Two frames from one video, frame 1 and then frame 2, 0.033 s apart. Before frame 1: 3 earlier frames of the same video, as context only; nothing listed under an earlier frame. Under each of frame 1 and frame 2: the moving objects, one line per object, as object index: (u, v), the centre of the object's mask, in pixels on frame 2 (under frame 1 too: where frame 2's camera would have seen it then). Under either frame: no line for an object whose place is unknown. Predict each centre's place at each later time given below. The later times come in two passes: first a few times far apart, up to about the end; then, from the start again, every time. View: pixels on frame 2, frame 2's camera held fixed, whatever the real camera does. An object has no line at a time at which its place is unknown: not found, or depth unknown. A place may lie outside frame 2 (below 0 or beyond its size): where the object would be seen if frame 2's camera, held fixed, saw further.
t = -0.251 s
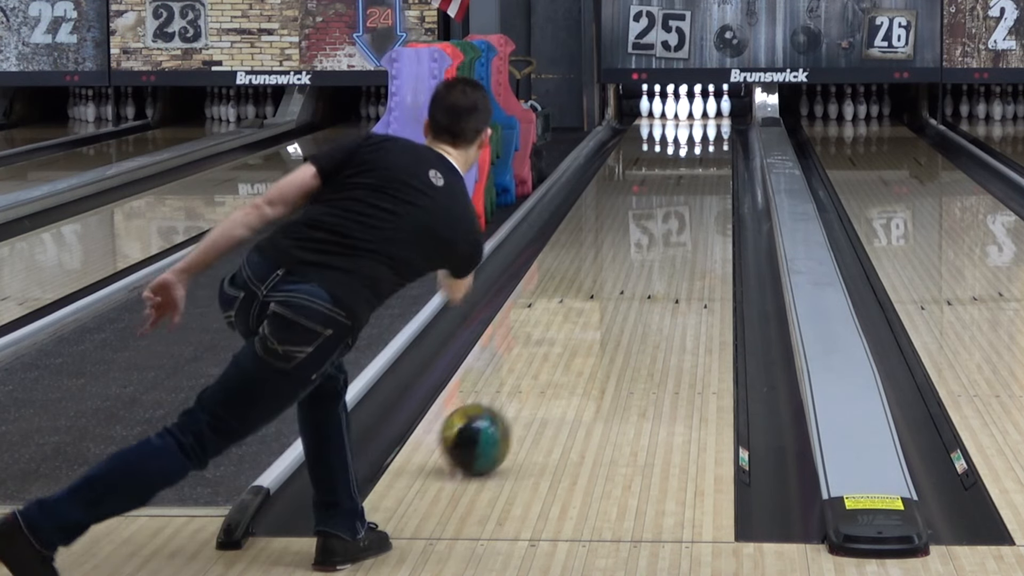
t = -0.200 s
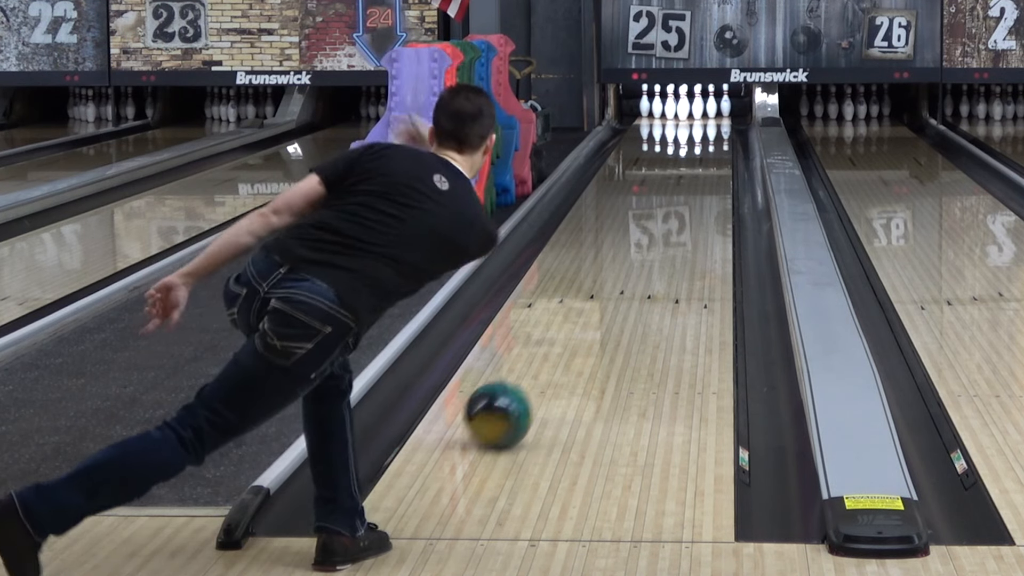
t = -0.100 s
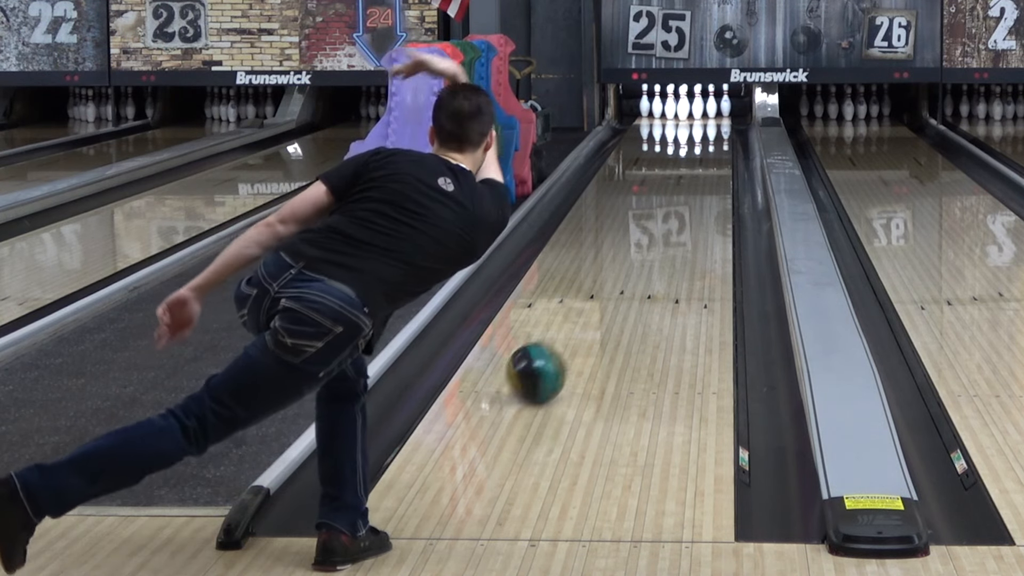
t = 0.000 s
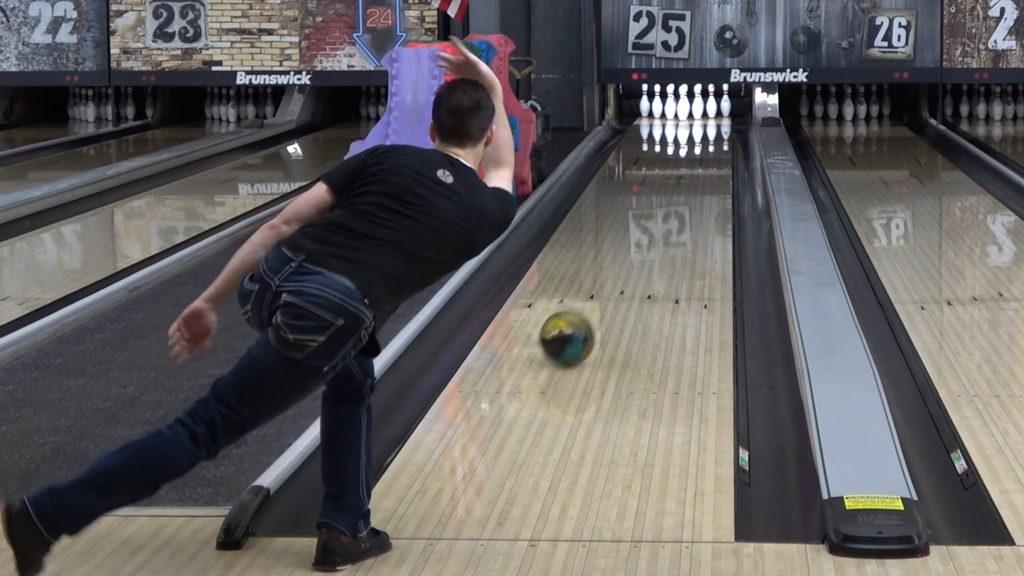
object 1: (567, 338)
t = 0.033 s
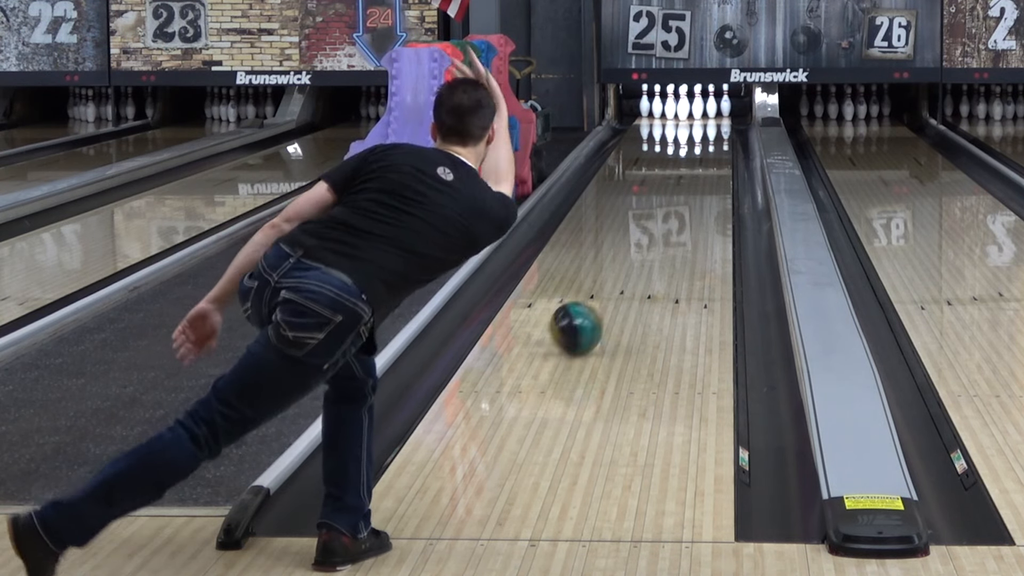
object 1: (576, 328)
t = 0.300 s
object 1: (632, 264)
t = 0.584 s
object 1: (671, 218)
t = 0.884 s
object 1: (697, 183)
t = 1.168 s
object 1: (712, 160)
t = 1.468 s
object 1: (720, 141)
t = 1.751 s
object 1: (713, 127)
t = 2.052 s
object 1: (697, 115)
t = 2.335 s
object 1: (686, 108)
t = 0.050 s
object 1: (580, 323)
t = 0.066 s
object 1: (585, 318)
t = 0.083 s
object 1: (589, 314)
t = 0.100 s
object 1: (593, 309)
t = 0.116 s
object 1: (597, 305)
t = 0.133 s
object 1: (600, 301)
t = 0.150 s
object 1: (604, 296)
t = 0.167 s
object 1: (607, 292)
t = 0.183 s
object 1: (611, 289)
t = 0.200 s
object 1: (614, 285)
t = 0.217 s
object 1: (617, 281)
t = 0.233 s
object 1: (621, 277)
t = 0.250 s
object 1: (624, 273)
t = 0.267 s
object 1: (626, 270)
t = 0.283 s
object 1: (629, 267)
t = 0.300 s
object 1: (632, 264)
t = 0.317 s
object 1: (635, 261)
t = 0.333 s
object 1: (638, 257)
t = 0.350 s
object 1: (641, 254)
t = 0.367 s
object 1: (643, 251)
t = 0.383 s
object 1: (645, 248)
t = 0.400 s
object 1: (648, 246)
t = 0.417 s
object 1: (650, 242)
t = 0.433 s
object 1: (652, 240)
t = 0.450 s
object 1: (655, 237)
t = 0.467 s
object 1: (657, 235)
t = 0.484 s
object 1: (659, 232)
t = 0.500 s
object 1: (661, 229)
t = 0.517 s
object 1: (663, 227)
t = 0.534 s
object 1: (665, 225)
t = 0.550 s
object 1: (667, 222)
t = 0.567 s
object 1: (669, 220)
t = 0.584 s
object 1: (671, 218)
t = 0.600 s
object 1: (673, 215)
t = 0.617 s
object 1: (674, 214)
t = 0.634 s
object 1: (676, 211)
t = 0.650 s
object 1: (678, 210)
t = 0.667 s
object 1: (679, 208)
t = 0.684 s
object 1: (681, 205)
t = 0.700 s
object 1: (682, 203)
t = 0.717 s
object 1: (683, 202)
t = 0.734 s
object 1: (685, 199)
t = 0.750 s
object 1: (687, 197)
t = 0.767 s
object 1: (688, 196)
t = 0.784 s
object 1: (689, 194)
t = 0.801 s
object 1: (691, 192)
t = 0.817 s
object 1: (692, 191)
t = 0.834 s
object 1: (693, 189)
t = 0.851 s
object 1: (694, 187)
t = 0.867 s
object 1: (696, 185)
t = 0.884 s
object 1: (697, 183)
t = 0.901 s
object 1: (699, 182)
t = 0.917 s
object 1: (700, 180)
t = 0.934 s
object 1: (701, 180)
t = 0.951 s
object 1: (702, 178)
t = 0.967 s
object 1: (702, 177)
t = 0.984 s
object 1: (704, 174)
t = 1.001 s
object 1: (705, 173)
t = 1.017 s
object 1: (706, 172)
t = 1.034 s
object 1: (707, 170)
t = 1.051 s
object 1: (708, 169)
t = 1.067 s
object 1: (709, 167)
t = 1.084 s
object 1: (709, 166)
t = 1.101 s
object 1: (710, 165)
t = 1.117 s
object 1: (711, 164)
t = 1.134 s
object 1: (712, 163)
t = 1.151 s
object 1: (712, 161)
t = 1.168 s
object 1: (712, 160)
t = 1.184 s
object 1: (713, 159)
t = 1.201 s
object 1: (714, 158)
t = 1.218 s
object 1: (715, 156)
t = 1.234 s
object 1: (715, 156)
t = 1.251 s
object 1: (717, 154)
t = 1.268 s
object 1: (717, 153)
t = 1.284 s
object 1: (718, 152)
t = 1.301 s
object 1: (718, 150)
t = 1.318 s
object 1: (718, 149)
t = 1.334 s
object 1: (718, 149)
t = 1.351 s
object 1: (719, 148)
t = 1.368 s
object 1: (719, 147)
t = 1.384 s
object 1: (720, 145)
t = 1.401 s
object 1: (720, 144)
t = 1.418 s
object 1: (720, 143)
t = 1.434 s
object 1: (720, 142)
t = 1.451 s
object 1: (720, 141)
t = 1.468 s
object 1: (720, 141)
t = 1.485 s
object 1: (720, 140)
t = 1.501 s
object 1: (720, 139)
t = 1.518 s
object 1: (720, 138)
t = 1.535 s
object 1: (720, 137)
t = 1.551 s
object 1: (720, 136)
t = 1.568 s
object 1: (719, 135)
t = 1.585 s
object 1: (719, 134)
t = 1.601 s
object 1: (718, 134)
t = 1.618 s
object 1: (718, 133)
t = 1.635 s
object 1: (718, 132)
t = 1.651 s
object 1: (717, 131)
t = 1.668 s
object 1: (717, 131)
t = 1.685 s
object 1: (716, 129)
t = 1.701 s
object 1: (716, 129)
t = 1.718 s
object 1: (715, 128)
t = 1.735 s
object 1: (714, 128)
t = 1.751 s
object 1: (713, 127)
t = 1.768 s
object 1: (713, 126)
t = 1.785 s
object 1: (712, 125)
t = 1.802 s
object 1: (711, 125)
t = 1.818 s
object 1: (711, 124)
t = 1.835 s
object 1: (710, 124)
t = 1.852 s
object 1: (709, 123)
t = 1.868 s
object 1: (708, 122)
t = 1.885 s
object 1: (707, 121)
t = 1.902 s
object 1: (706, 120)
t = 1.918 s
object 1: (705, 120)
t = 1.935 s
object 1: (704, 119)
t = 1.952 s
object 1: (703, 119)
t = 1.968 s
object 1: (702, 118)
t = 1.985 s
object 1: (701, 118)
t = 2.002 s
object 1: (700, 117)
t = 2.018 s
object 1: (699, 116)
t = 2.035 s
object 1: (698, 116)
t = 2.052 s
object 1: (697, 115)
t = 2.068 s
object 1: (696, 115)
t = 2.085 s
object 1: (695, 114)
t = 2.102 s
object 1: (693, 114)
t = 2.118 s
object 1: (692, 113)
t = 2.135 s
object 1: (691, 113)
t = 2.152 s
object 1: (691, 112)
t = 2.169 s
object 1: (690, 112)
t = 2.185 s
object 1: (690, 111)
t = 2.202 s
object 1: (690, 111)
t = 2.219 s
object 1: (689, 111)
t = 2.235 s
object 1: (689, 110)
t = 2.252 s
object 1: (688, 110)
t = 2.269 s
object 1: (688, 109)
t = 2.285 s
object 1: (687, 109)
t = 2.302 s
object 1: (686, 109)
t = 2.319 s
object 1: (686, 109)
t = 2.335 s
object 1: (686, 108)
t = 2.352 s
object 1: (685, 108)
